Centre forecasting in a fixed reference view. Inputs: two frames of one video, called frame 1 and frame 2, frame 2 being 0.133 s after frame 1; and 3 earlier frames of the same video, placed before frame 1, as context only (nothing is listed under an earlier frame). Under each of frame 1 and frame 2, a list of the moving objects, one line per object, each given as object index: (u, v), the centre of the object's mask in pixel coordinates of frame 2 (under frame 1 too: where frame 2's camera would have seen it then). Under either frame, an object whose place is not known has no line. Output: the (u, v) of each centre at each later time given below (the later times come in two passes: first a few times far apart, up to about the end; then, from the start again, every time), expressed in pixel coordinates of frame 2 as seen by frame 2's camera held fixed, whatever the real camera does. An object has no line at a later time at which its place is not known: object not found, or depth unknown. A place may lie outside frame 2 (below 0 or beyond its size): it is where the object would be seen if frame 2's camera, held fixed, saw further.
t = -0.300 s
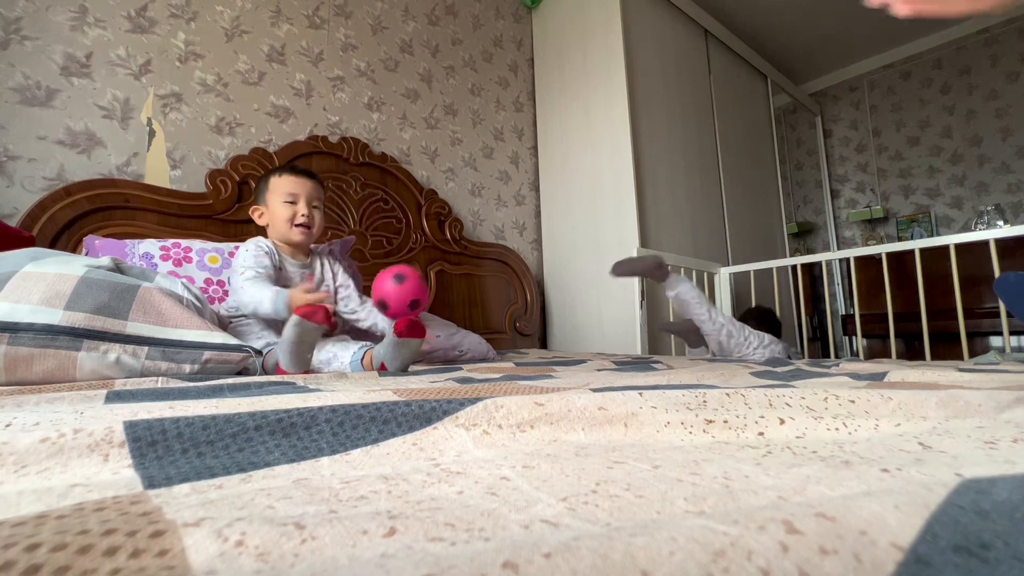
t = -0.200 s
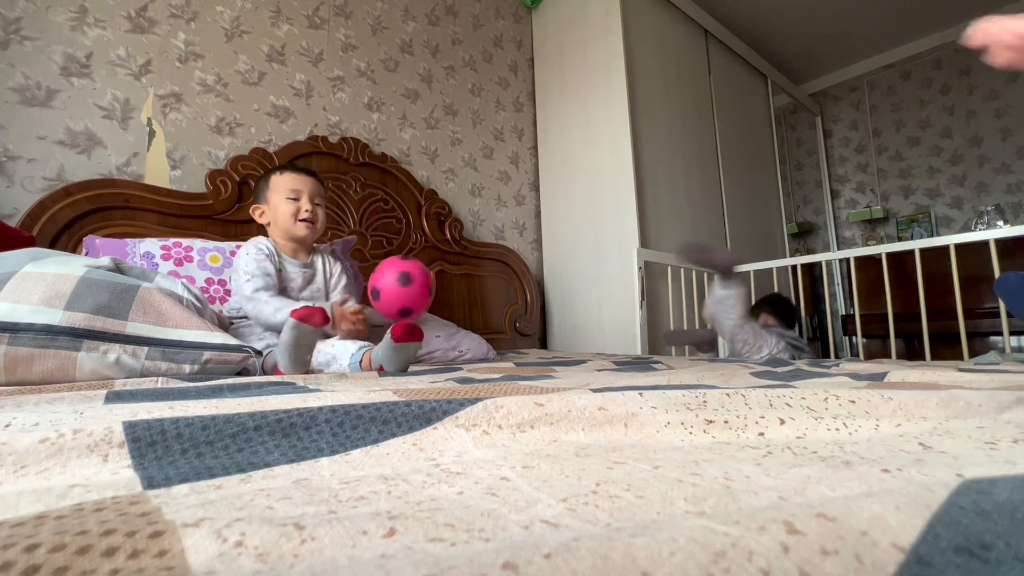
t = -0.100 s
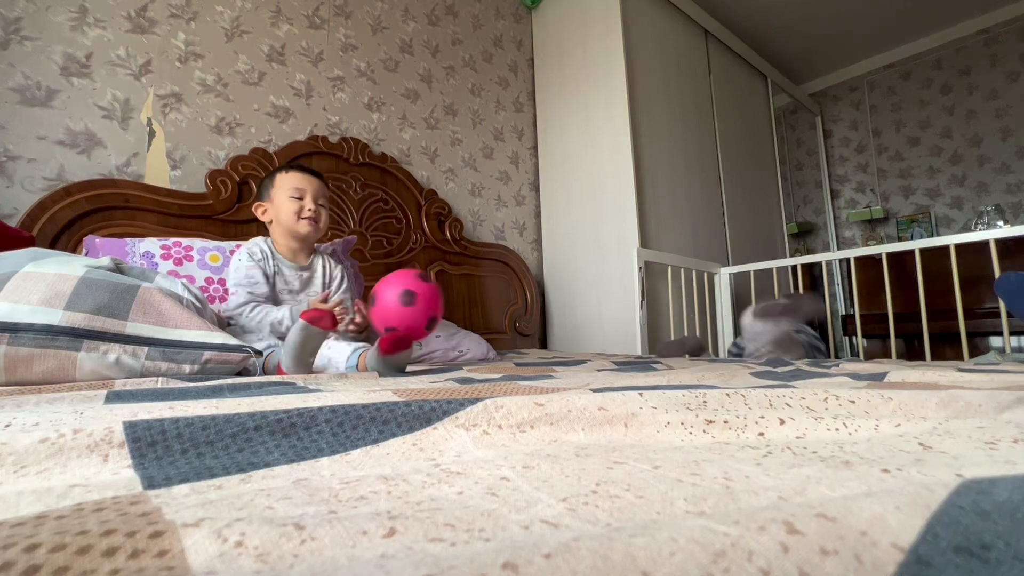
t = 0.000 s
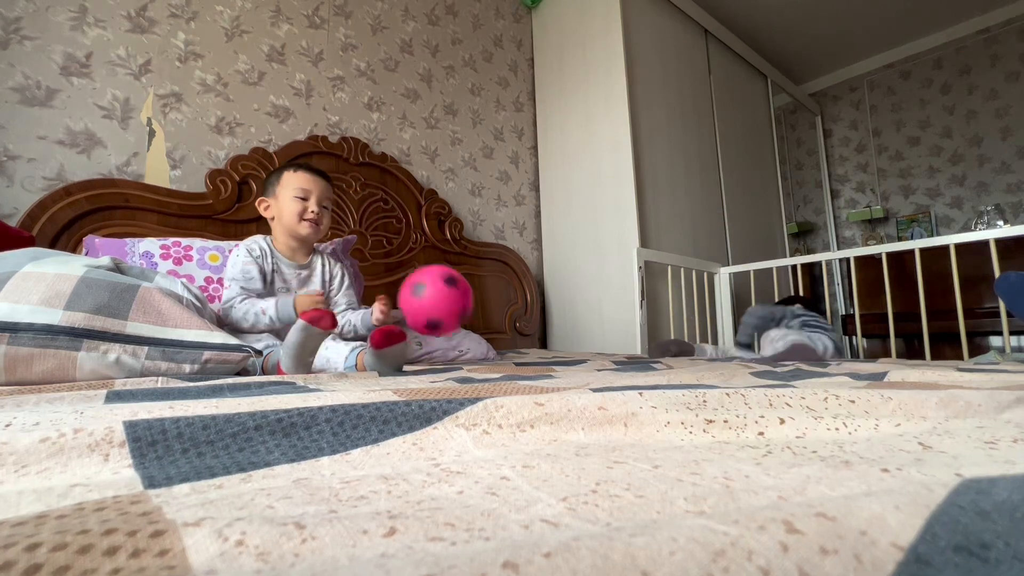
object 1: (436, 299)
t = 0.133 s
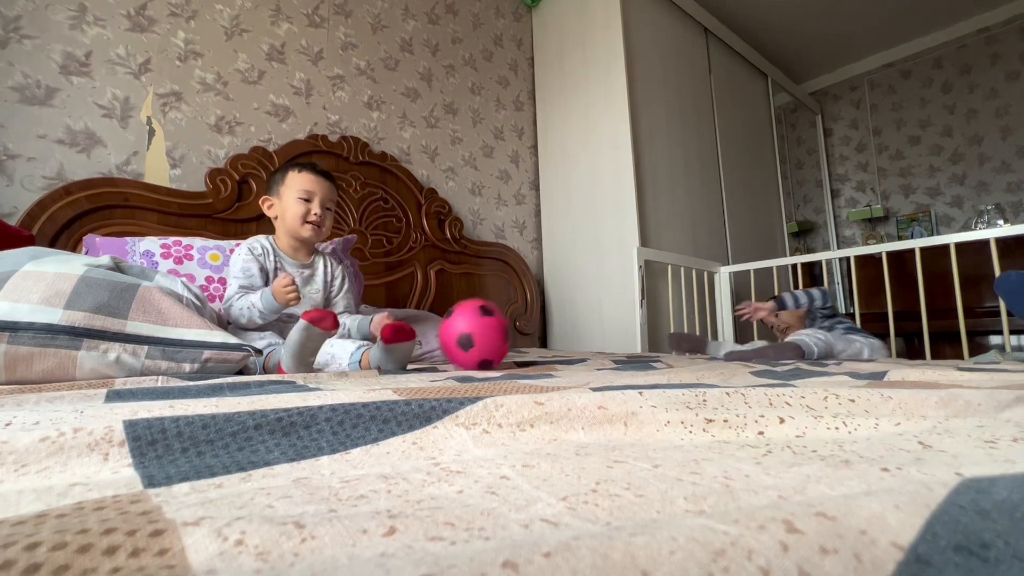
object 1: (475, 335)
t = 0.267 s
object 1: (511, 338)
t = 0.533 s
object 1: (578, 335)
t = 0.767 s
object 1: (628, 335)
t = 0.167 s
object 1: (484, 328)
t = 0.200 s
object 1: (493, 326)
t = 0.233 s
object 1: (502, 330)
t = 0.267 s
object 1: (511, 338)
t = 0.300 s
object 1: (520, 337)
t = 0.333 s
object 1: (529, 336)
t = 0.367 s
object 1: (538, 338)
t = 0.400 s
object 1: (546, 338)
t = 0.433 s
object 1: (555, 336)
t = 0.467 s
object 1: (563, 337)
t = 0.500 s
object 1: (571, 337)
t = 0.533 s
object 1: (578, 335)
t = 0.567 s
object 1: (586, 335)
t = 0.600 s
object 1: (593, 335)
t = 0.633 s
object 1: (601, 335)
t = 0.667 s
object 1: (608, 335)
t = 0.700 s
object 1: (615, 335)
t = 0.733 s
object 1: (622, 334)
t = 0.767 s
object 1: (628, 335)
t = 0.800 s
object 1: (635, 334)
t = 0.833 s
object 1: (641, 334)
